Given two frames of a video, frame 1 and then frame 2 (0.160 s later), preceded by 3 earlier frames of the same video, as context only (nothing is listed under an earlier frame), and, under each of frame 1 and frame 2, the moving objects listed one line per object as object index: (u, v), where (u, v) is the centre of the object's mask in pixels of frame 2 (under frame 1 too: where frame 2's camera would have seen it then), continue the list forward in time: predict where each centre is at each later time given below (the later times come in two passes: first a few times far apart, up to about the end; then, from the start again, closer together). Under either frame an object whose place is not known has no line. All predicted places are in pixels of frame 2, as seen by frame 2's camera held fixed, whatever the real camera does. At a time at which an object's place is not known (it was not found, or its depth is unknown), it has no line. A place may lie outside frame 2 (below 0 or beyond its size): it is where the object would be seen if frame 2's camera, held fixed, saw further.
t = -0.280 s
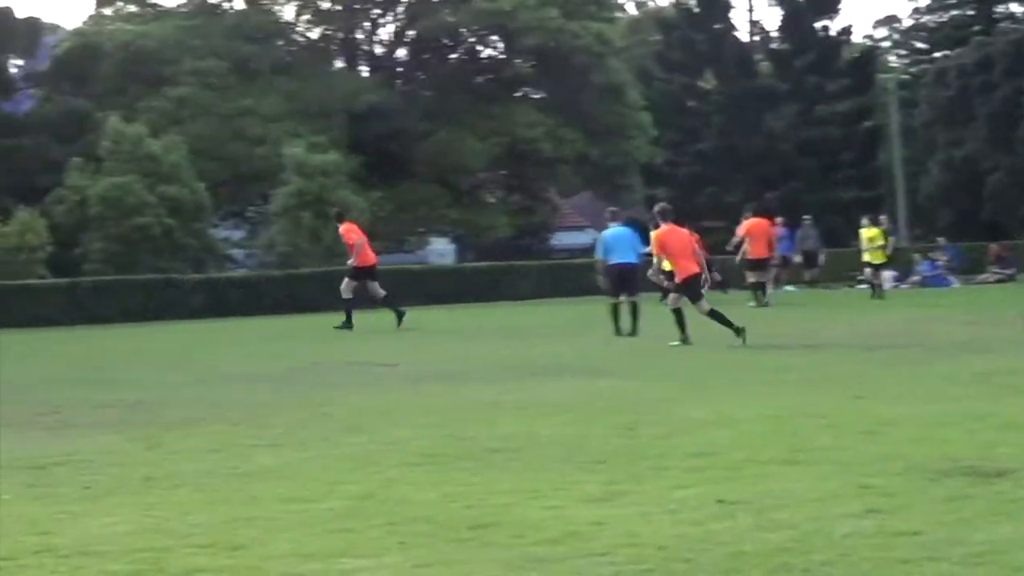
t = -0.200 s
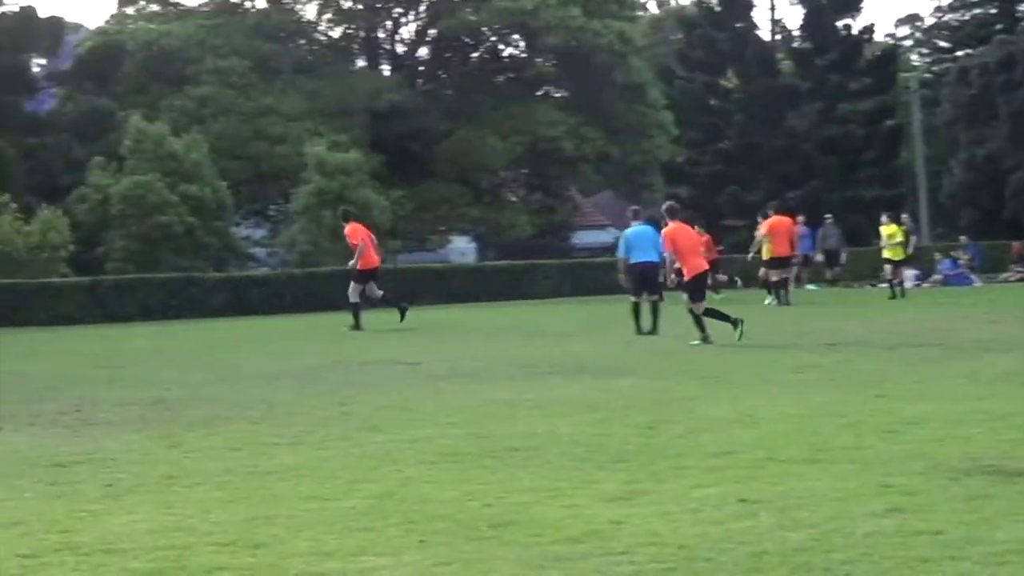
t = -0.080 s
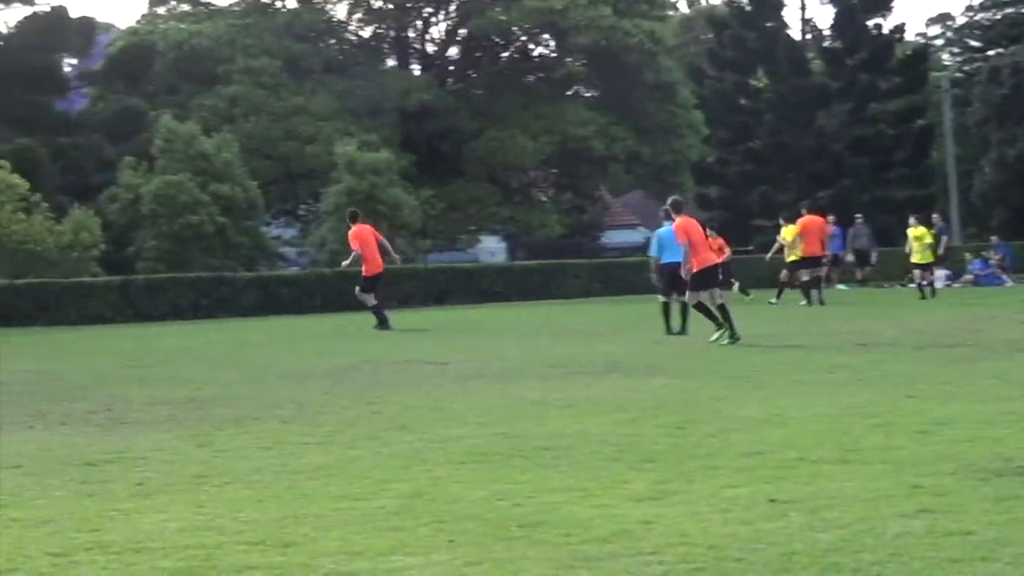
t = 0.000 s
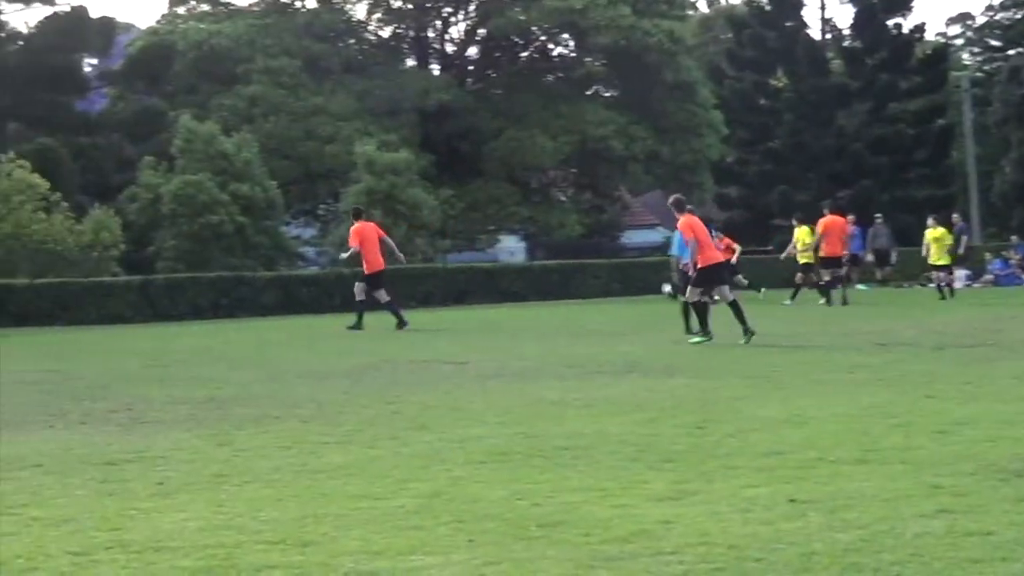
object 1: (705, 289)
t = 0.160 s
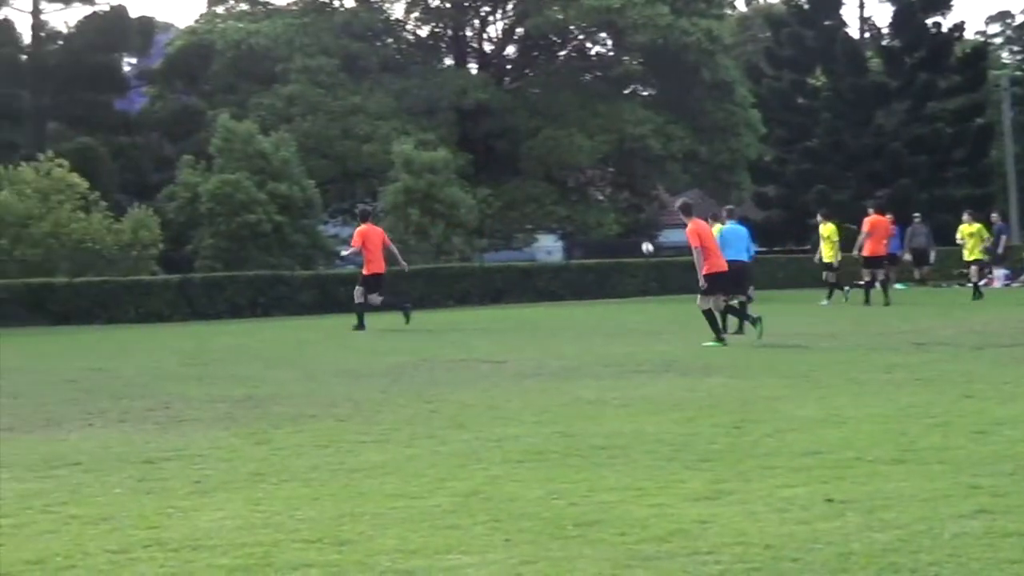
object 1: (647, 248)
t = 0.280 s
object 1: (604, 224)
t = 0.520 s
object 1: (518, 197)
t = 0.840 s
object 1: (396, 206)
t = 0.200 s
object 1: (633, 239)
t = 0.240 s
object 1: (619, 231)
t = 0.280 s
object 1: (604, 224)
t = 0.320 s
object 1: (590, 217)
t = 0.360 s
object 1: (576, 212)
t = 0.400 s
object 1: (562, 207)
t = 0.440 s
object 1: (547, 203)
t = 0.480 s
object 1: (533, 200)
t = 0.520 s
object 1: (518, 197)
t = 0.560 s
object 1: (503, 194)
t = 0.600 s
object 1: (488, 193)
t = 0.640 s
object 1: (473, 193)
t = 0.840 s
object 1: (396, 206)
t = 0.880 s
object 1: (381, 211)
